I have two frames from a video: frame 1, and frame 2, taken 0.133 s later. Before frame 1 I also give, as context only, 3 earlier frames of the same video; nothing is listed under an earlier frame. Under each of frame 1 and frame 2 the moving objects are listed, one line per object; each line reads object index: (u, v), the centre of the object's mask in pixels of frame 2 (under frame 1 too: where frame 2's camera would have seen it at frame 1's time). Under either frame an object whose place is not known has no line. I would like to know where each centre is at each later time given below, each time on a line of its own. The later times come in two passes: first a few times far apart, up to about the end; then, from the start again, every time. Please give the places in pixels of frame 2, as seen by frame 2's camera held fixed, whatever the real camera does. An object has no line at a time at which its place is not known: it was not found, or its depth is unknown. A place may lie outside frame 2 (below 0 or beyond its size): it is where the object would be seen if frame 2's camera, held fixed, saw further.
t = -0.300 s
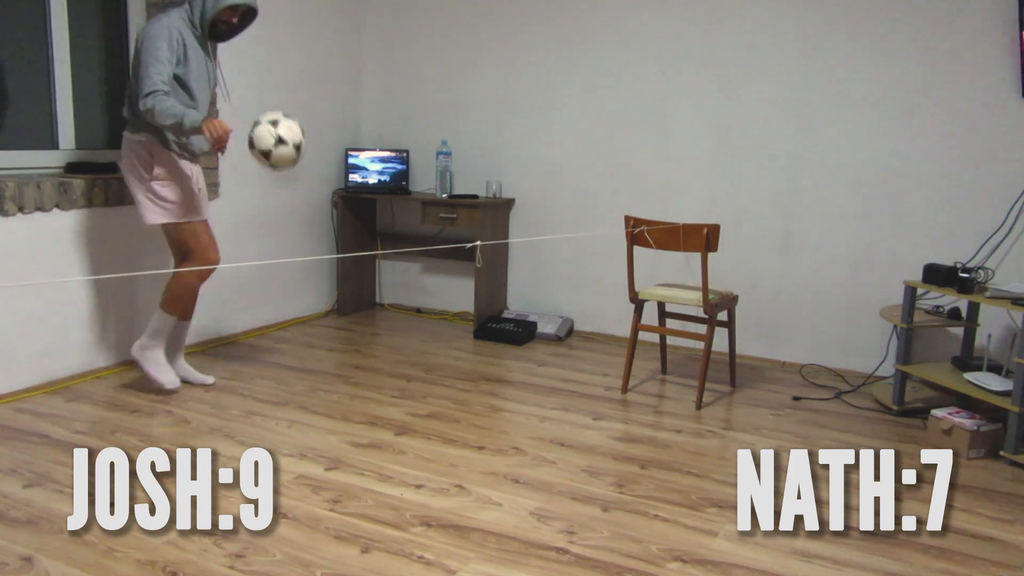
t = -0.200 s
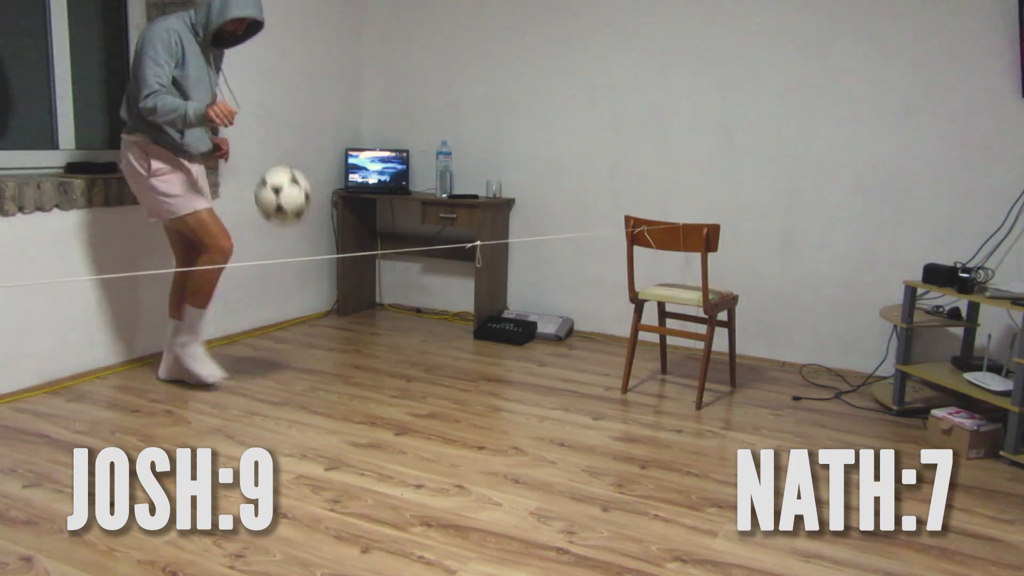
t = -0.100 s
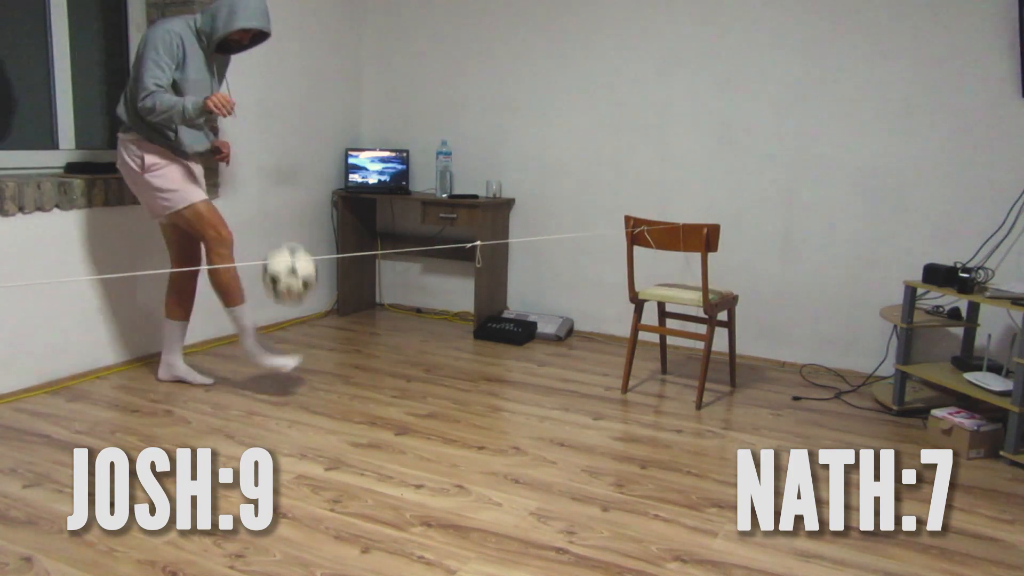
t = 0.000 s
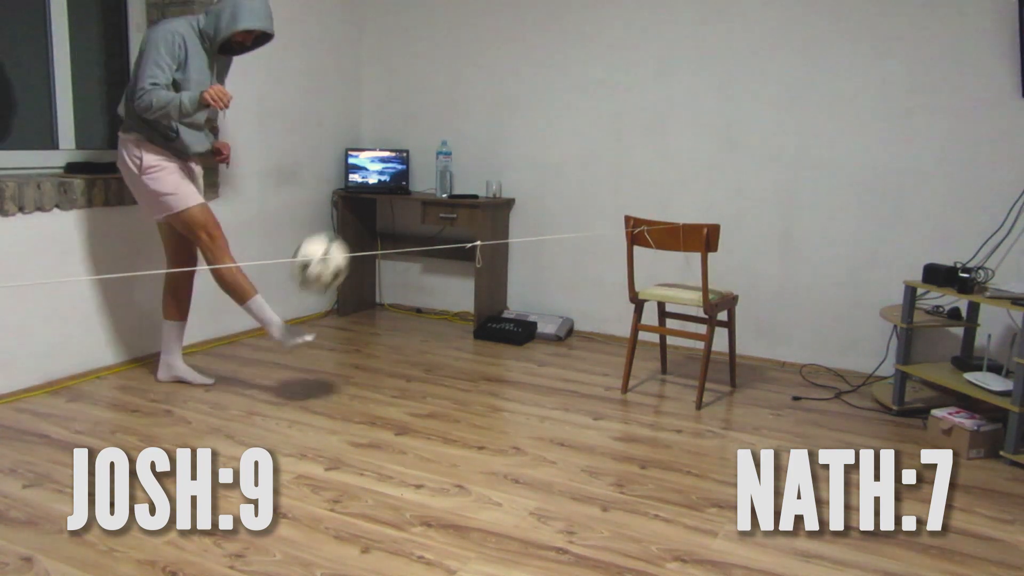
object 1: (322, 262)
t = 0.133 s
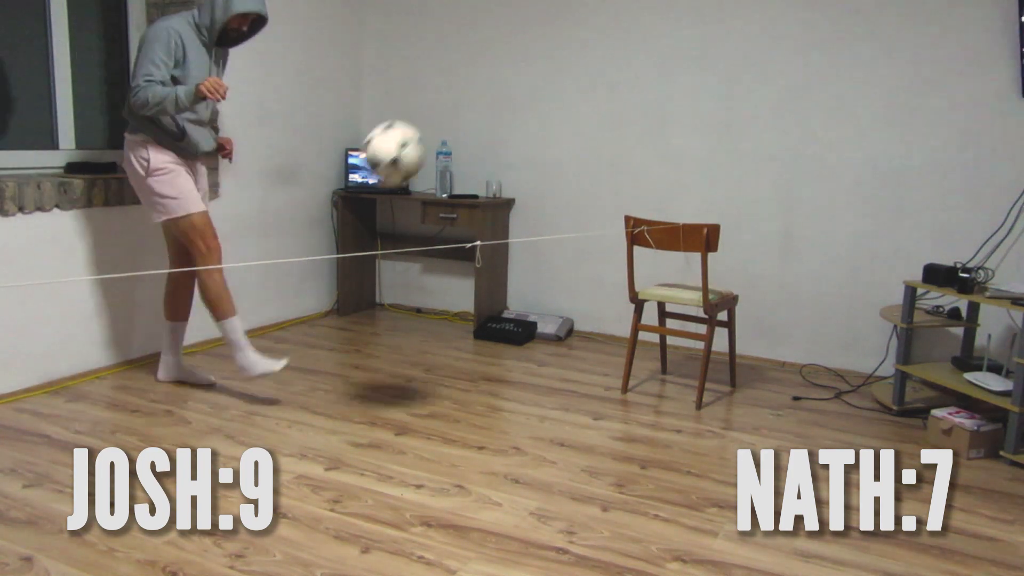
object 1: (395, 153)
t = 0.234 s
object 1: (456, 91)
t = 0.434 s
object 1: (612, 37)
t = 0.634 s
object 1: (811, 129)
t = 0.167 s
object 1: (414, 129)
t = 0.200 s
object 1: (434, 109)
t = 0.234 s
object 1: (456, 91)
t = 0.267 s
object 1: (479, 75)
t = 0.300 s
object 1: (504, 60)
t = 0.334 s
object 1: (529, 49)
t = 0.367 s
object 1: (556, 41)
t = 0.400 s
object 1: (583, 37)
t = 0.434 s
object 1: (612, 37)
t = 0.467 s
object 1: (642, 40)
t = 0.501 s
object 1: (674, 48)
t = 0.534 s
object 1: (706, 60)
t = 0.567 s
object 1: (740, 78)
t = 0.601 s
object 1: (775, 100)
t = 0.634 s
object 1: (811, 129)
